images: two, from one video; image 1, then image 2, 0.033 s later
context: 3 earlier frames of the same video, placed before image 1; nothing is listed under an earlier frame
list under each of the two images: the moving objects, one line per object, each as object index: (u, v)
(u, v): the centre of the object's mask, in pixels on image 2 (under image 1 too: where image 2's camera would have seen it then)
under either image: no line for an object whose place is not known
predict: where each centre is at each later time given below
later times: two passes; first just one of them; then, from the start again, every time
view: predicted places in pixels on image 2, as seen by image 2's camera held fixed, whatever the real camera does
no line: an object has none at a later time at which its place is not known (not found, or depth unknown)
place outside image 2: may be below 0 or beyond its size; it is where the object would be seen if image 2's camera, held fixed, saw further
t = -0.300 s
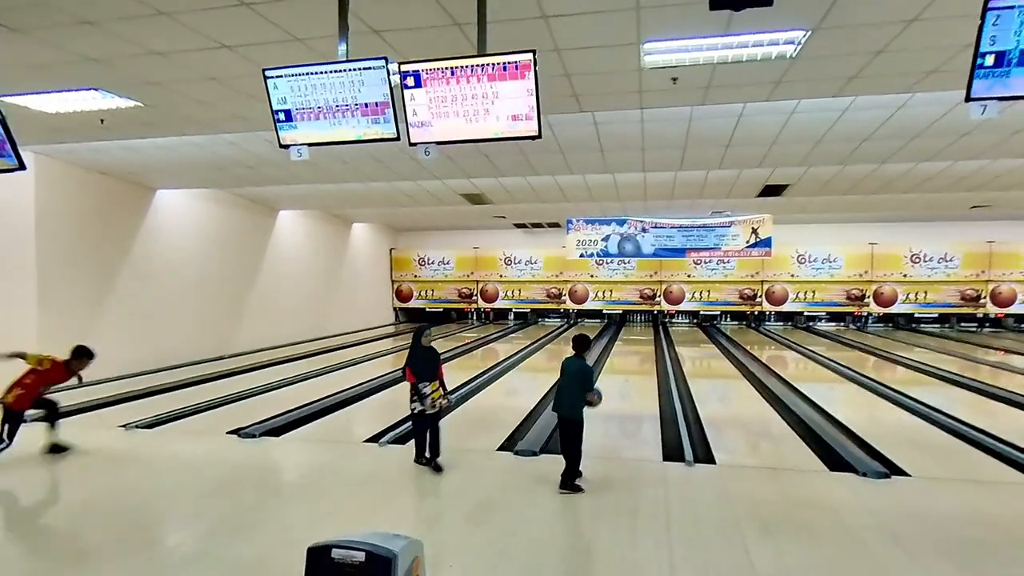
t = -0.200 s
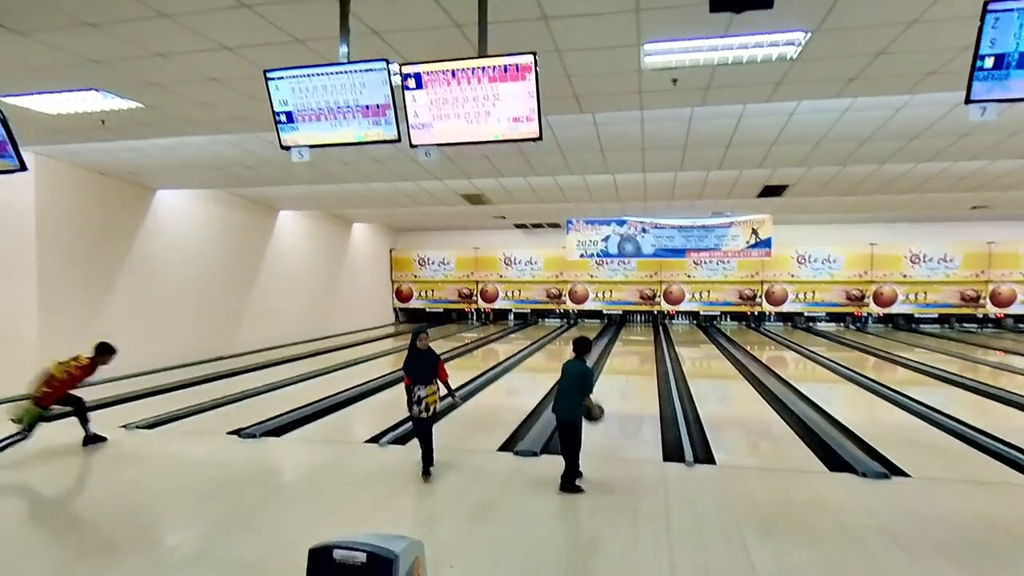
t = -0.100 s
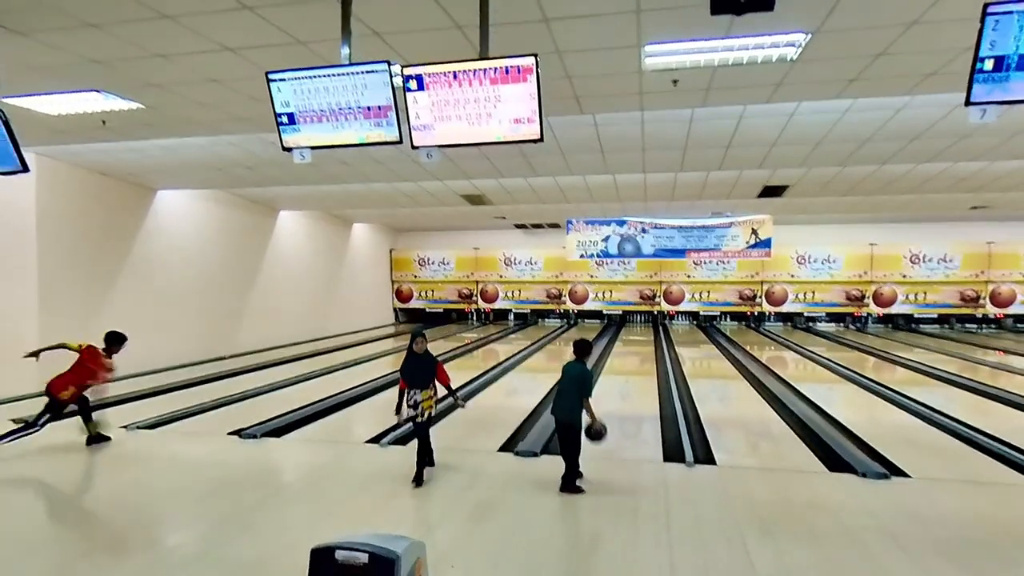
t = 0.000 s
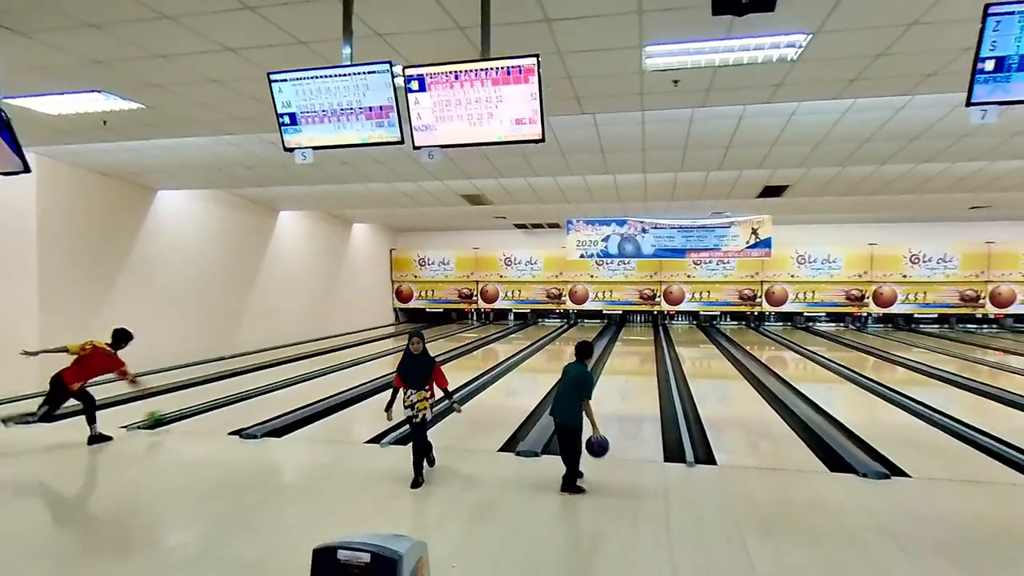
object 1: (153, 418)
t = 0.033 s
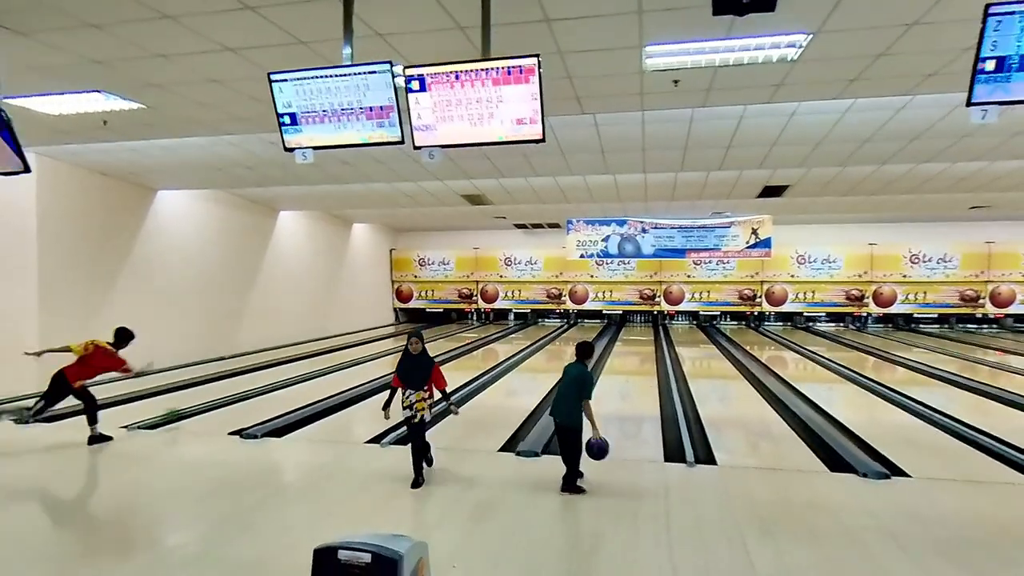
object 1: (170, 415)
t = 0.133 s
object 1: (216, 409)
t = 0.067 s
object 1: (186, 413)
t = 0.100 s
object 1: (201, 413)
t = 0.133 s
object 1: (216, 409)
